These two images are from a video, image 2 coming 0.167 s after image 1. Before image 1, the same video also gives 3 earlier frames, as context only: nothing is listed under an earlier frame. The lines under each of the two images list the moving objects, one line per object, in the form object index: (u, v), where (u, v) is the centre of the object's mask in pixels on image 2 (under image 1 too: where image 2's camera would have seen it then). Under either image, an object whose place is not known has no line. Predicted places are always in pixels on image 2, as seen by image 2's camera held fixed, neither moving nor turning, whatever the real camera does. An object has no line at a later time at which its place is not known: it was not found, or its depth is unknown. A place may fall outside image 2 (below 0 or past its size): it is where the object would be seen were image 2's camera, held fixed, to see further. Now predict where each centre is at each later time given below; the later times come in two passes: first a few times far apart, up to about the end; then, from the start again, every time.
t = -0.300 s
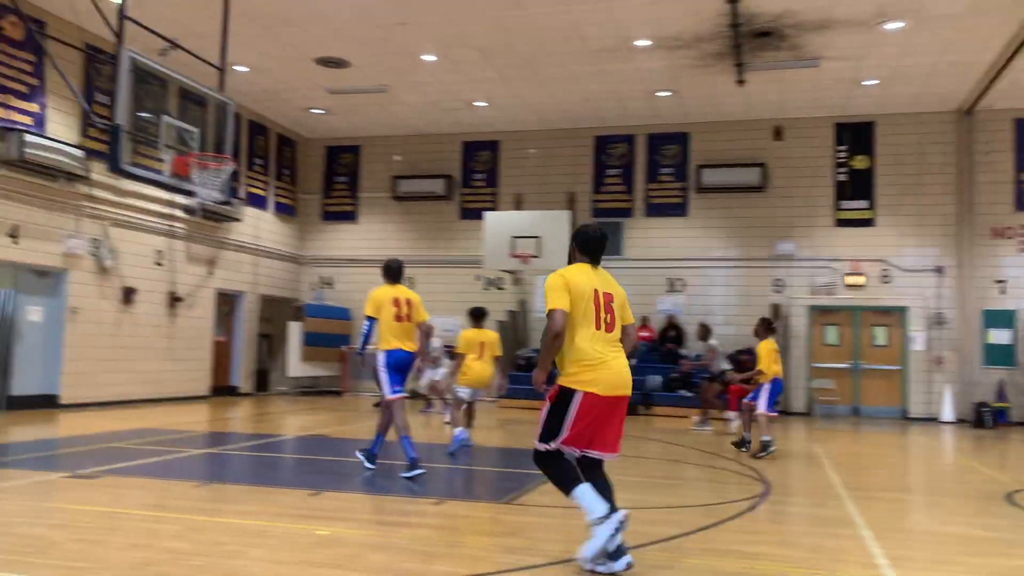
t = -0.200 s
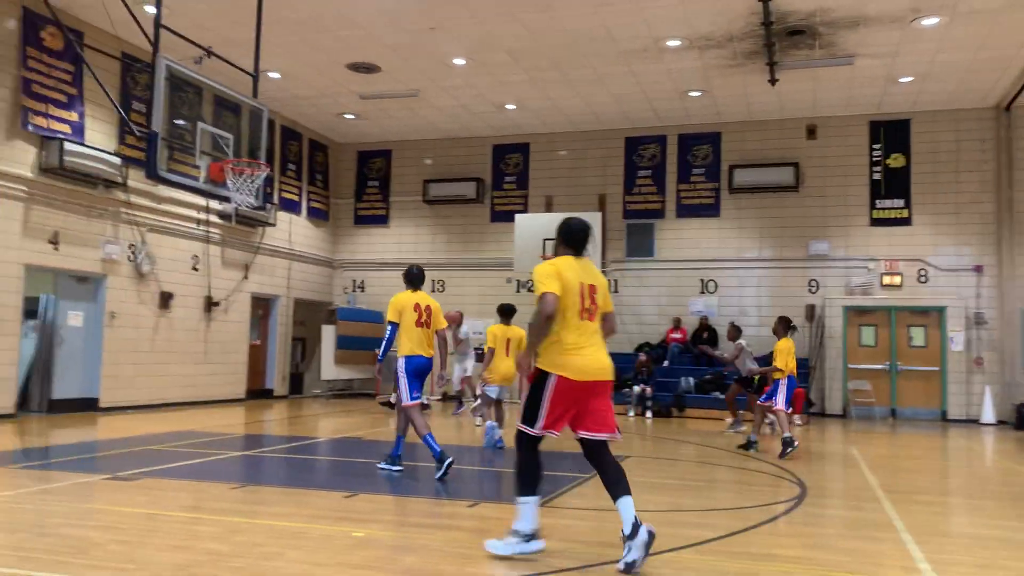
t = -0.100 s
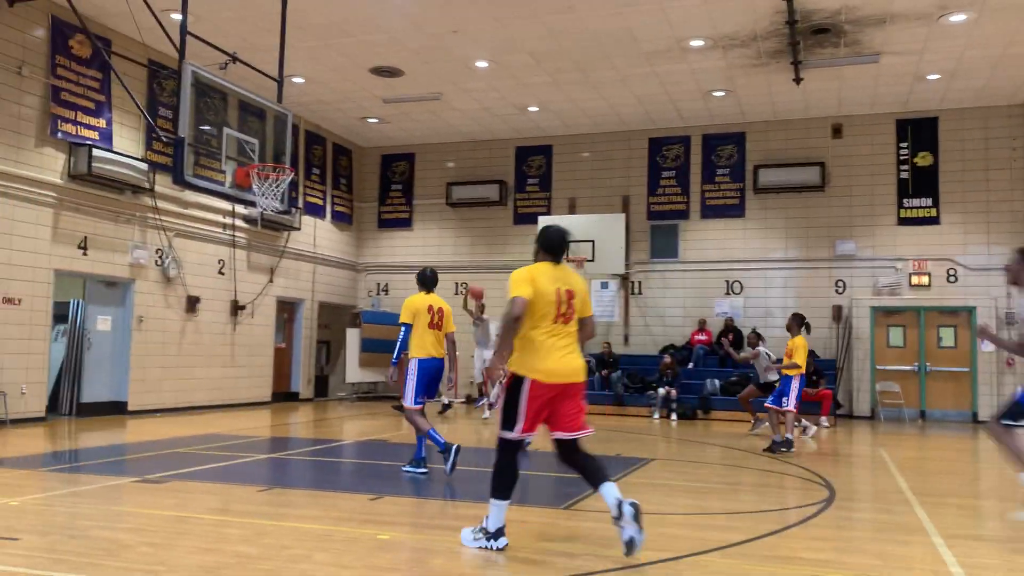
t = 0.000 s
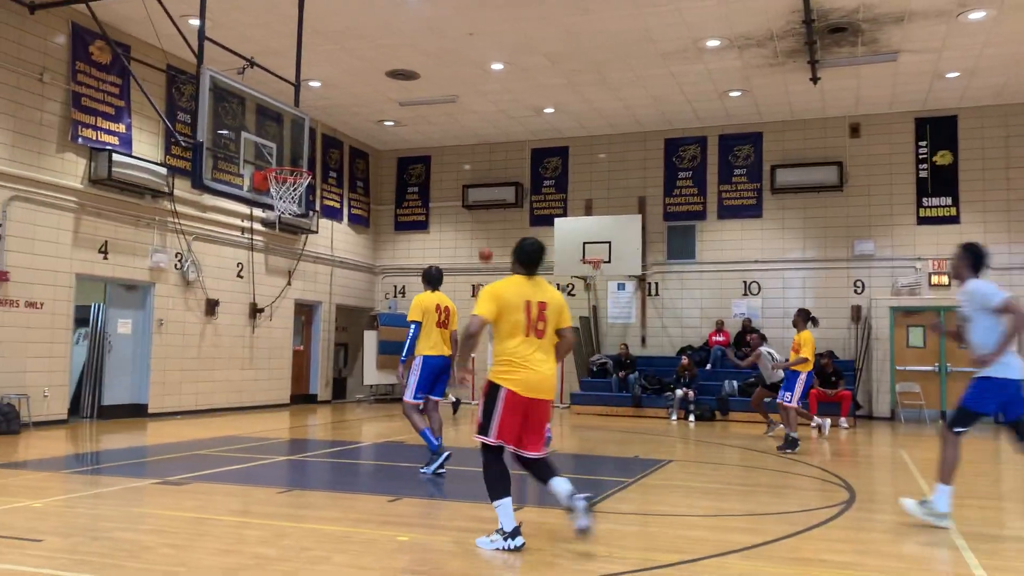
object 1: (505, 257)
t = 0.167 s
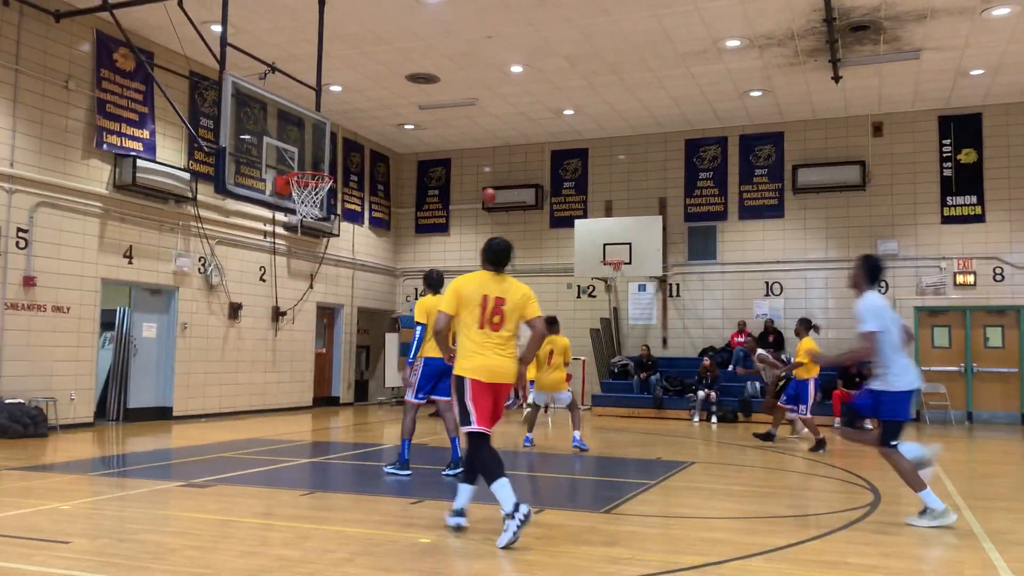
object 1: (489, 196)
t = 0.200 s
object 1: (485, 185)
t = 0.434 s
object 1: (457, 123)
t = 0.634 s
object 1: (430, 93)
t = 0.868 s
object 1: (394, 89)
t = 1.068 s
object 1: (357, 120)
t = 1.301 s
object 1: (333, 155)
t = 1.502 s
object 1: (360, 112)
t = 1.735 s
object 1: (389, 105)
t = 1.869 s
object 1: (404, 120)
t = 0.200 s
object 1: (485, 185)
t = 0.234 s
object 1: (482, 174)
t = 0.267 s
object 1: (478, 165)
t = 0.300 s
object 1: (474, 156)
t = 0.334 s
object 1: (470, 147)
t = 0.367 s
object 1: (466, 138)
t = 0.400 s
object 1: (462, 131)
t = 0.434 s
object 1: (457, 123)
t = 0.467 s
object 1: (452, 117)
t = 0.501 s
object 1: (448, 111)
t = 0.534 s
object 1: (443, 105)
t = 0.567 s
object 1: (439, 100)
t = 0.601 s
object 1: (434, 96)
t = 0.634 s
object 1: (430, 93)
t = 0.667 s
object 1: (425, 90)
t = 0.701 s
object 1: (420, 88)
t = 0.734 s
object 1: (415, 87)
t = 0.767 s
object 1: (410, 86)
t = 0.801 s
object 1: (405, 87)
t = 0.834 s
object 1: (400, 88)
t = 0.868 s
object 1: (394, 89)
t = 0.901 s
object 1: (389, 92)
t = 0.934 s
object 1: (383, 96)
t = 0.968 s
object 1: (377, 100)
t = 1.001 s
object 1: (370, 106)
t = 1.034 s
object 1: (364, 112)
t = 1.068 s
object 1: (357, 120)
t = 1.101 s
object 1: (351, 128)
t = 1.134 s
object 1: (345, 138)
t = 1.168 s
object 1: (338, 149)
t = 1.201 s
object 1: (331, 162)
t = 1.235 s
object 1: (327, 171)
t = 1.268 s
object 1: (329, 167)
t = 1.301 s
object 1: (333, 155)
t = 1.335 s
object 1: (337, 146)
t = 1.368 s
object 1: (342, 138)
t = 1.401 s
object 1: (347, 130)
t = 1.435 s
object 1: (351, 123)
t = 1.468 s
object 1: (356, 117)
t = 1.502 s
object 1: (360, 112)
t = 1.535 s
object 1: (365, 109)
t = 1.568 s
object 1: (369, 106)
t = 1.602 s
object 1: (373, 104)
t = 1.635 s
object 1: (377, 103)
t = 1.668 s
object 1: (381, 103)
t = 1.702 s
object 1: (385, 104)
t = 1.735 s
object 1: (389, 105)
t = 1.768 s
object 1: (393, 108)
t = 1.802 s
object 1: (396, 111)
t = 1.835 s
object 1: (400, 115)
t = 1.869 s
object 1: (404, 120)
